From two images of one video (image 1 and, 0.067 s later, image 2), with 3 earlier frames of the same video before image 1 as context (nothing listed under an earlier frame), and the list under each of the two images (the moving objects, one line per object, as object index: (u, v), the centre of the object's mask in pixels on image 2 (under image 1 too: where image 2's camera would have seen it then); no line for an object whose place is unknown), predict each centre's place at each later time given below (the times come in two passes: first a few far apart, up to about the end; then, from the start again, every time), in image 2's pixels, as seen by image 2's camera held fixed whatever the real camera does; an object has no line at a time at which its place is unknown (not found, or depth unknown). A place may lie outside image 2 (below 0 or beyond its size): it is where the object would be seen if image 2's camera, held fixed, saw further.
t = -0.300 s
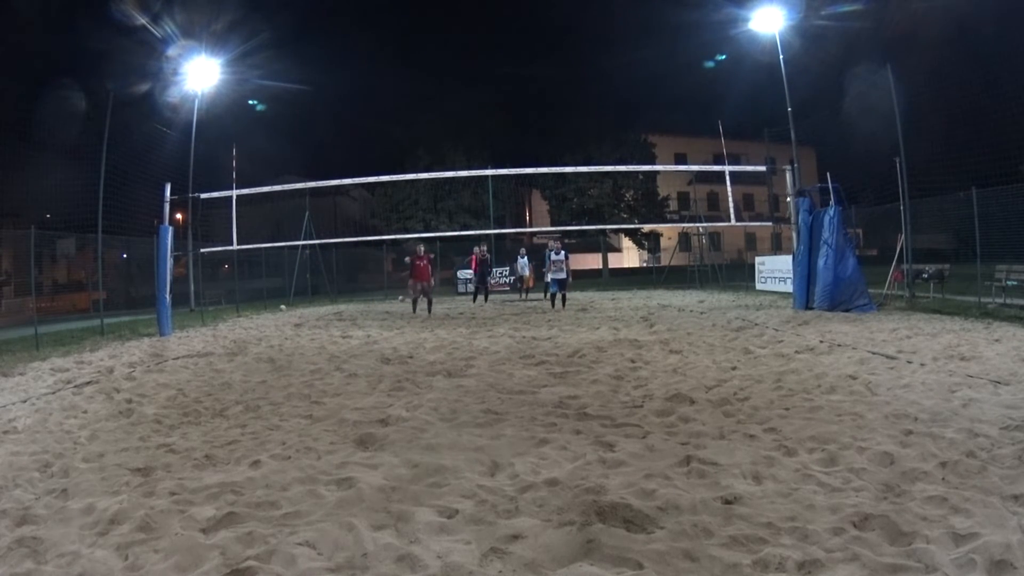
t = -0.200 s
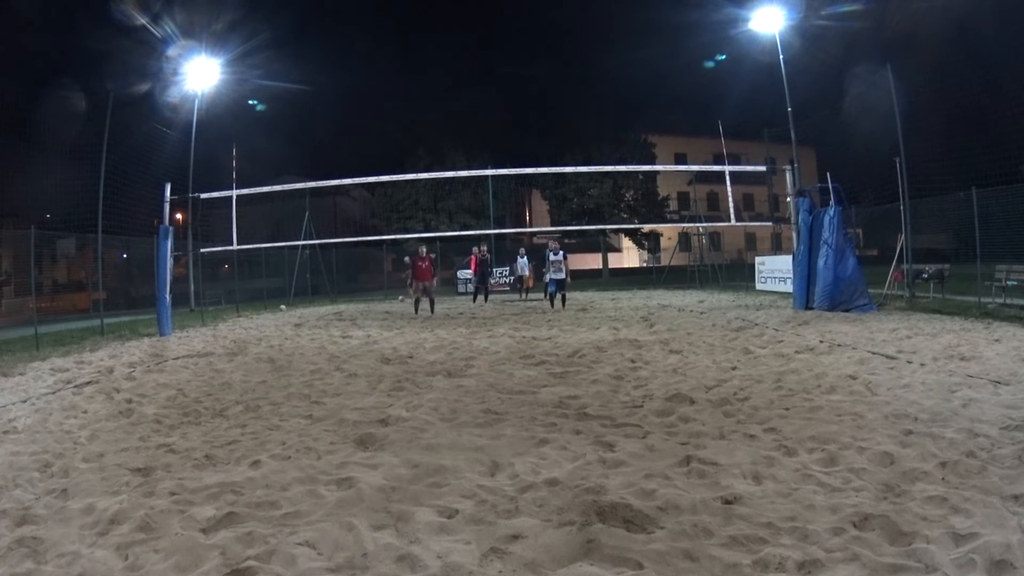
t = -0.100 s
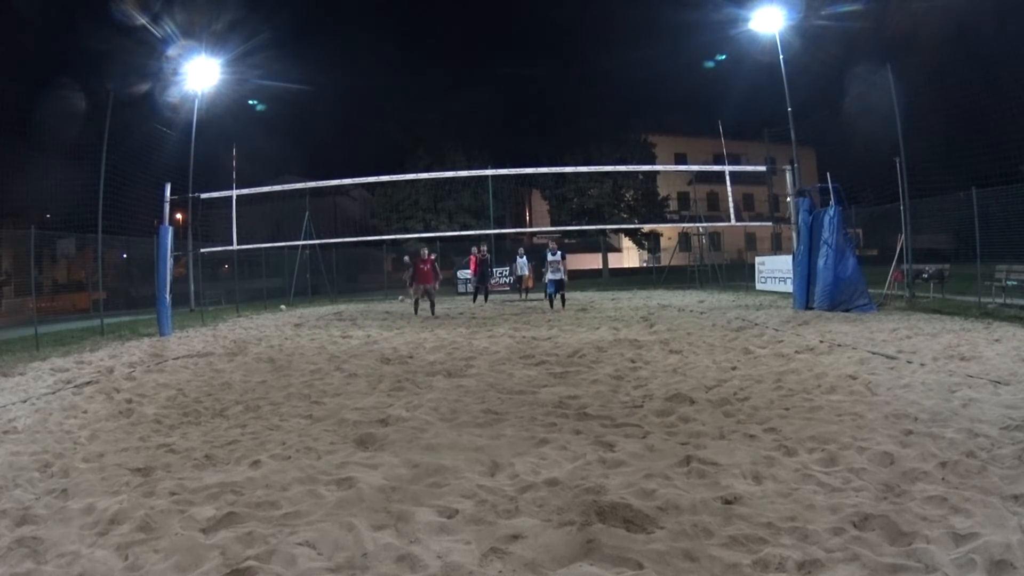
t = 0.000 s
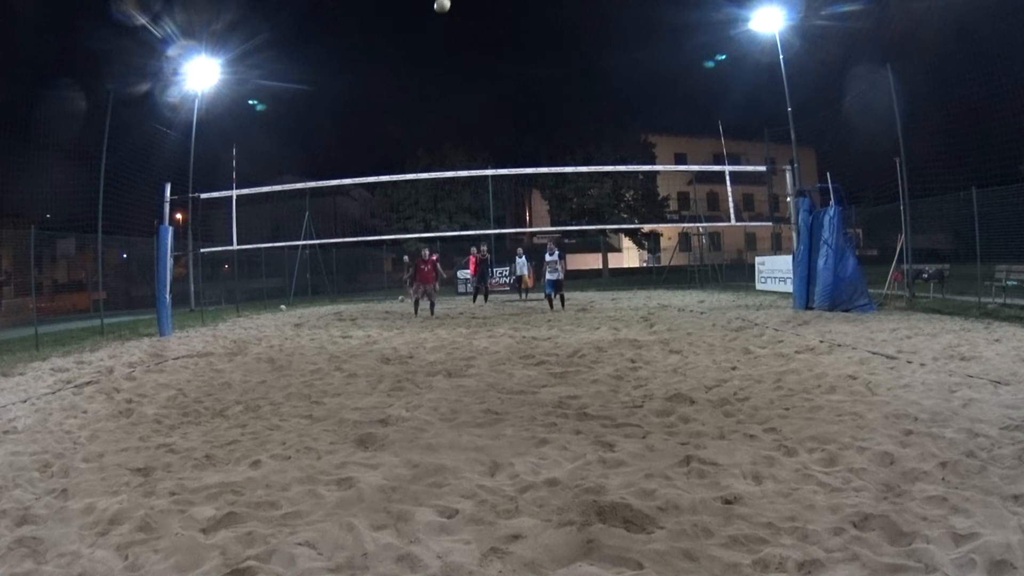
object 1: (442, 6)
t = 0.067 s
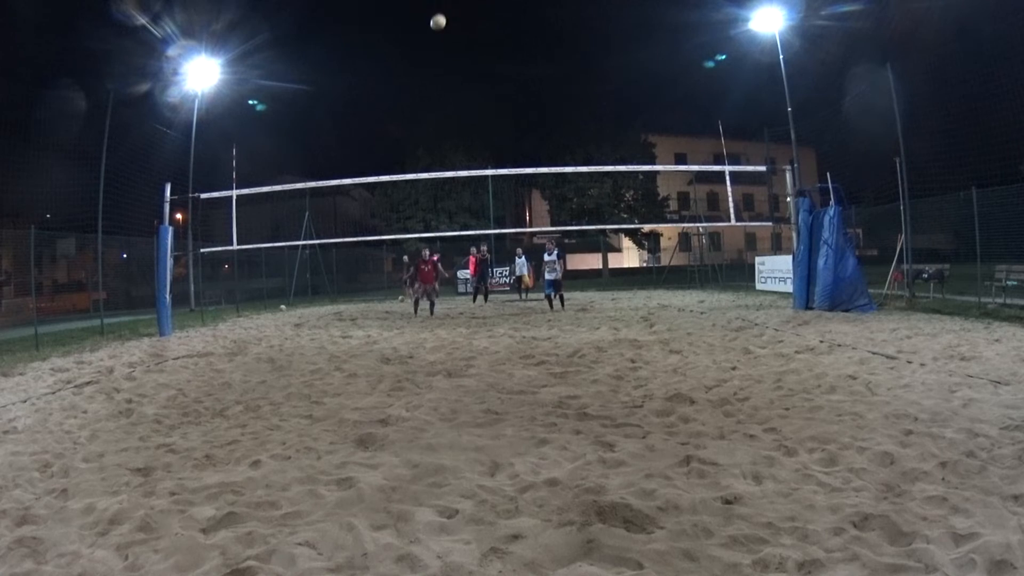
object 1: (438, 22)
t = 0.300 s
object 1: (429, 88)
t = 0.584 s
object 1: (426, 181)
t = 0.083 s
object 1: (437, 26)
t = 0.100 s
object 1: (436, 30)
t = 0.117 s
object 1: (435, 35)
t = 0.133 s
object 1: (435, 40)
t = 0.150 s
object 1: (434, 44)
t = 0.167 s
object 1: (433, 49)
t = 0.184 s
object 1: (433, 54)
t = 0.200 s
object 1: (432, 59)
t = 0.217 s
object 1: (431, 64)
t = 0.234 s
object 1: (431, 68)
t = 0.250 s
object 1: (430, 73)
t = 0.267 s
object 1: (430, 78)
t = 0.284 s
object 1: (429, 83)
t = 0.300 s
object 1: (429, 88)
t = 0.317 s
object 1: (428, 93)
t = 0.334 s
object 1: (428, 98)
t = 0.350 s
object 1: (428, 103)
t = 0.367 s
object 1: (427, 108)
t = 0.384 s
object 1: (427, 114)
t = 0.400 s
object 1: (427, 119)
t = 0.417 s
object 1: (427, 124)
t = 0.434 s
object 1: (426, 130)
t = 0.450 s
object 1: (426, 135)
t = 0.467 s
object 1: (426, 140)
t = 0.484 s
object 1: (426, 146)
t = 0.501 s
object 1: (426, 151)
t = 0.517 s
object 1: (426, 156)
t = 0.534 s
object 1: (426, 162)
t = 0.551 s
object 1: (426, 167)
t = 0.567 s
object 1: (426, 170)
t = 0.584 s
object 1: (426, 181)
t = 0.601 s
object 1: (426, 184)
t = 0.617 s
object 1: (426, 189)
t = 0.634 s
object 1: (426, 195)
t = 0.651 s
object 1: (426, 201)
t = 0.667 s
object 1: (427, 206)
